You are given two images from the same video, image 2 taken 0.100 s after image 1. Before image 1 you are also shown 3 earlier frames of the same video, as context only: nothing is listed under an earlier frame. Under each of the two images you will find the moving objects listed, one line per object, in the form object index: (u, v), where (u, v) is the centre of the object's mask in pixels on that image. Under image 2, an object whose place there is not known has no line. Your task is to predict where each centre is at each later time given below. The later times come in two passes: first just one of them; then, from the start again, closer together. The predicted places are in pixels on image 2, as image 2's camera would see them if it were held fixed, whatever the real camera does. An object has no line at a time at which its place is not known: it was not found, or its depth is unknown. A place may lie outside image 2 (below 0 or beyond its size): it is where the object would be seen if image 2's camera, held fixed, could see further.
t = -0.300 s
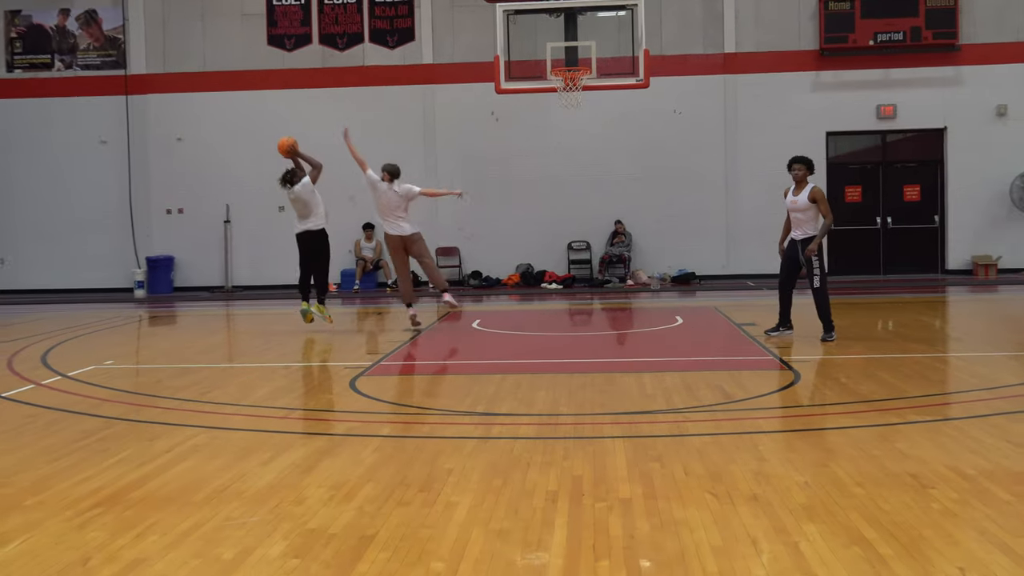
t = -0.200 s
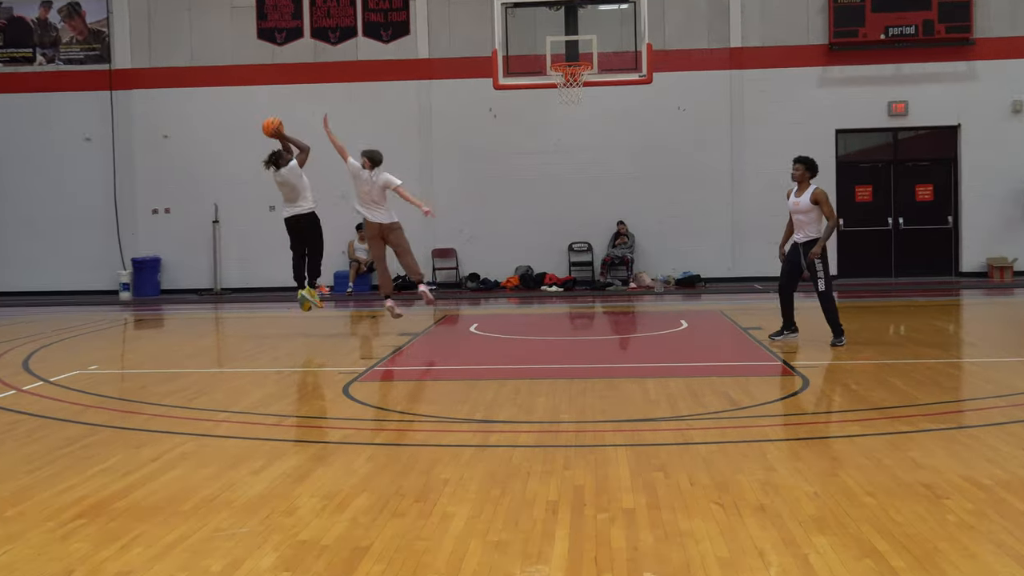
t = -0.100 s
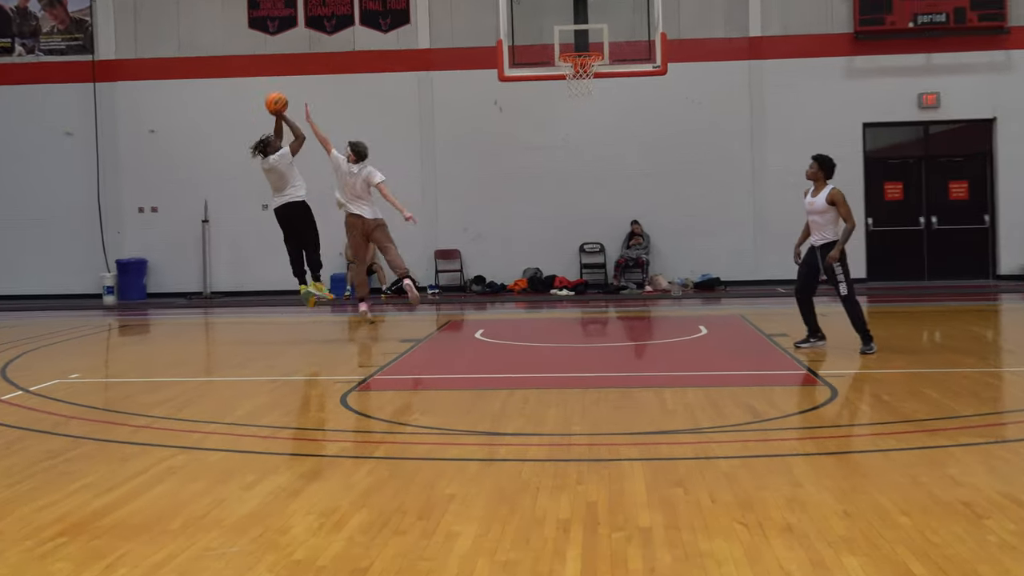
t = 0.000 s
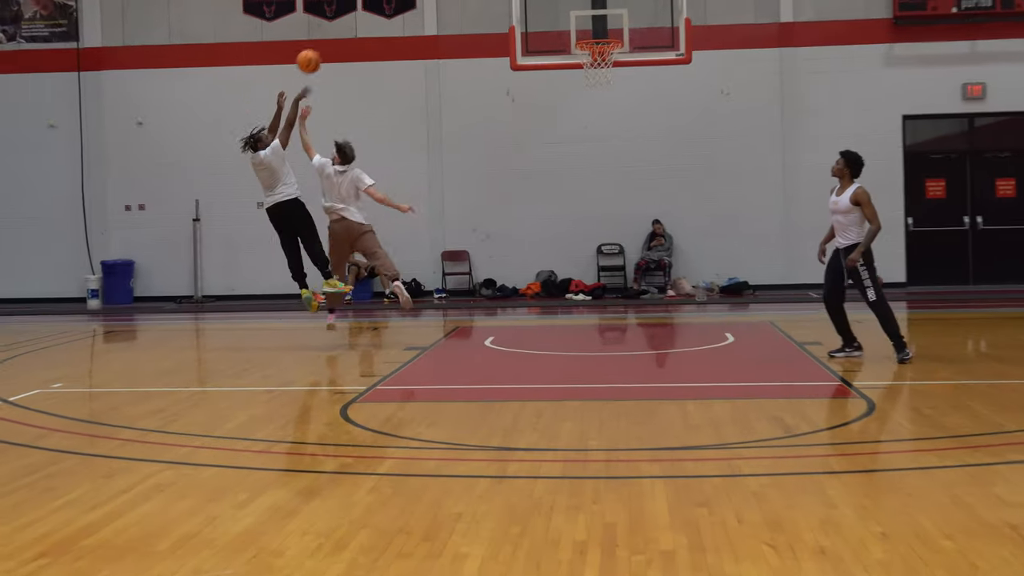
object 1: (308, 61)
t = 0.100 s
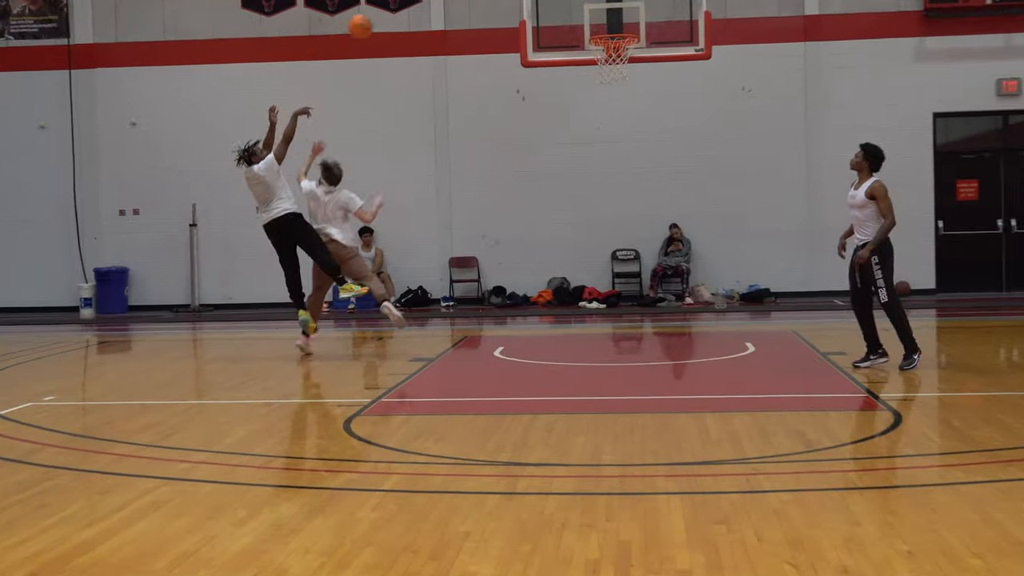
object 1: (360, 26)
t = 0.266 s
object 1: (442, 1)
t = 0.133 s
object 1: (376, 22)
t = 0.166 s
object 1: (393, 13)
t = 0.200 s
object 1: (409, 7)
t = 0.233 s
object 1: (425, 3)
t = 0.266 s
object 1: (442, 1)
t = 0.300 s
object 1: (458, 0)
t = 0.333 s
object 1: (474, 0)
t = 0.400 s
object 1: (504, 4)
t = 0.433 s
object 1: (520, 6)
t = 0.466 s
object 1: (535, 9)
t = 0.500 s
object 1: (550, 14)
